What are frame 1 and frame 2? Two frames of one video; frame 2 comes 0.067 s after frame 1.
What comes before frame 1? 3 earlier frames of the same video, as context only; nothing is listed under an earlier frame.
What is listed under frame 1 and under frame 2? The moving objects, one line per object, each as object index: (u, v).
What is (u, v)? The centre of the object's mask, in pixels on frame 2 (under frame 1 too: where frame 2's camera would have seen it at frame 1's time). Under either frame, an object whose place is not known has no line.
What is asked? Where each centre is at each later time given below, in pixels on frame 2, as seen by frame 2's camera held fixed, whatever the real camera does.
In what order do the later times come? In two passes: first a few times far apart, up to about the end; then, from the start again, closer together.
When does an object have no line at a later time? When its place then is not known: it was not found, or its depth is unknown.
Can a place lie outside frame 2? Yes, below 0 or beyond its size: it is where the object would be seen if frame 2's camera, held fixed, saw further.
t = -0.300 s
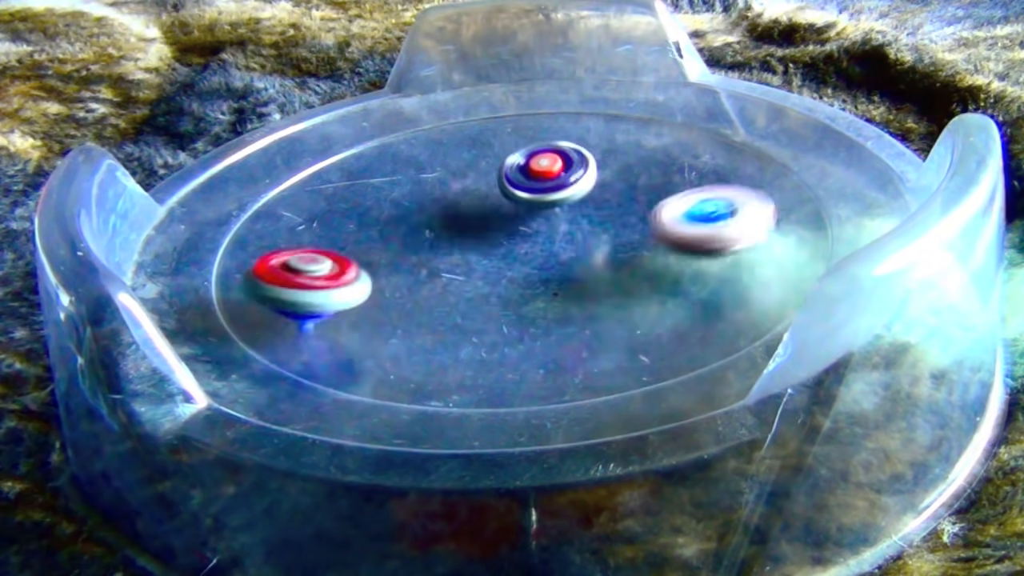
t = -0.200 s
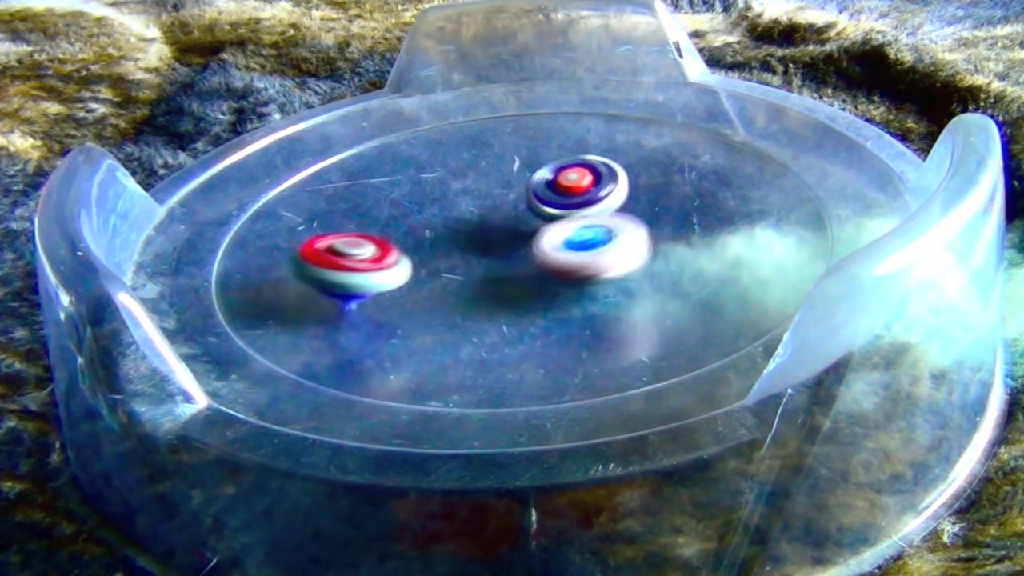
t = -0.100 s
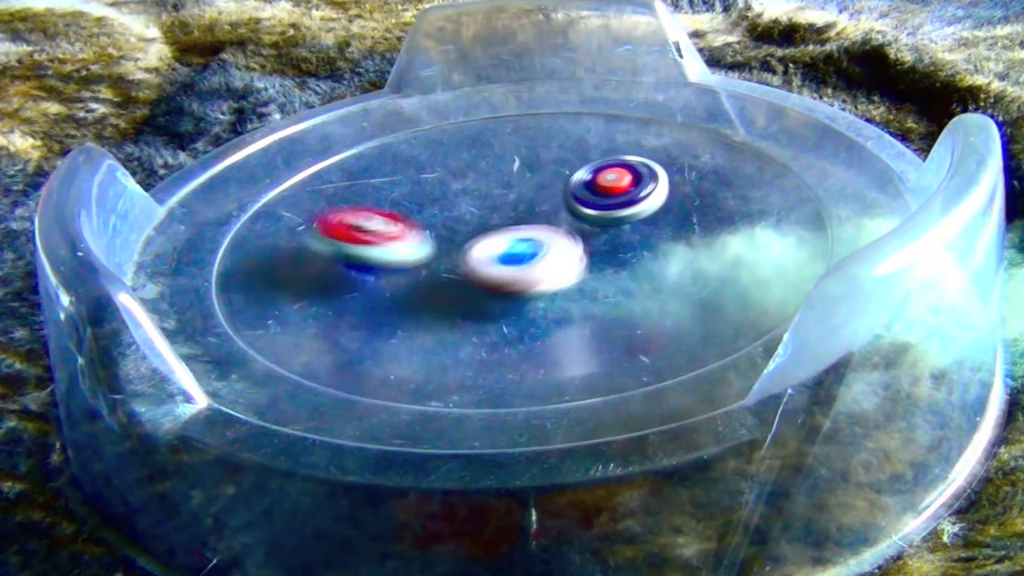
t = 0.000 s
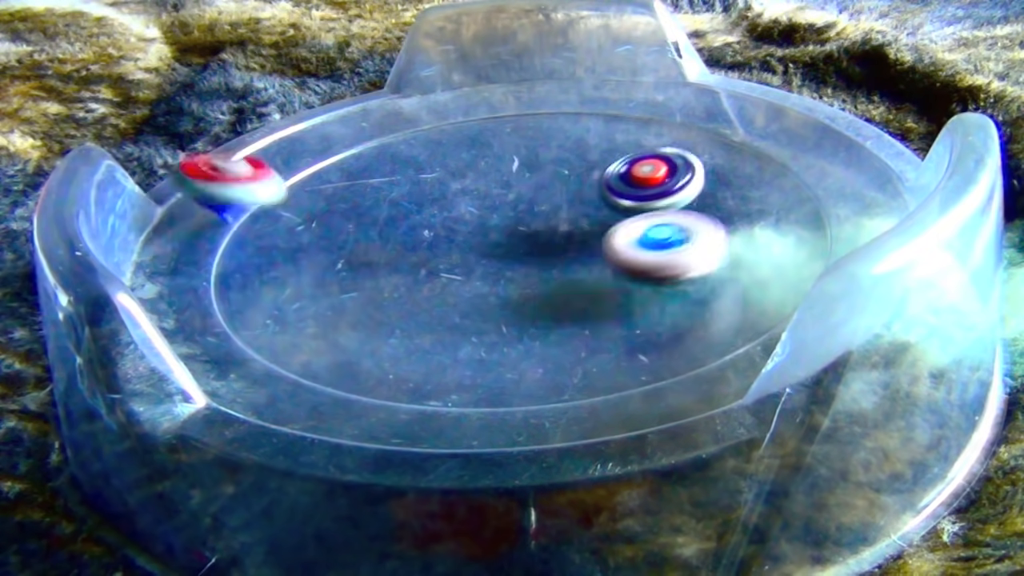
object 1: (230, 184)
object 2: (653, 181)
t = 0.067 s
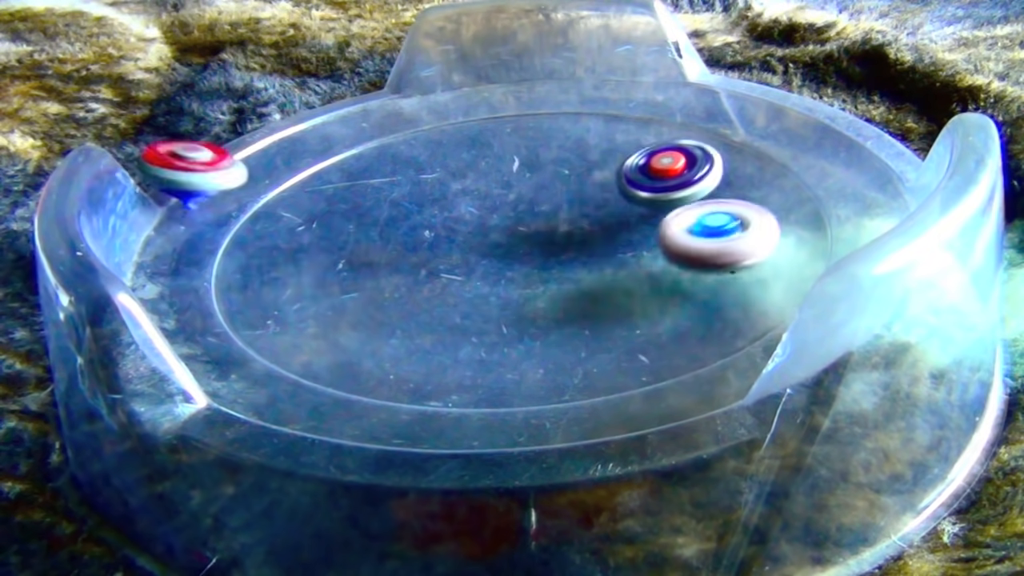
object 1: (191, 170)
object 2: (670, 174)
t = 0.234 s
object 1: (219, 180)
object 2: (677, 158)
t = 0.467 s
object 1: (378, 239)
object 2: (629, 184)
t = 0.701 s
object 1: (441, 184)
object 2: (642, 198)
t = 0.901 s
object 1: (375, 132)
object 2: (650, 219)
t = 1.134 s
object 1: (294, 163)
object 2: (664, 235)
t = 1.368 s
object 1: (312, 259)
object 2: (747, 229)
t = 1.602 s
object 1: (388, 298)
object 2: (746, 188)
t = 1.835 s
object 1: (590, 259)
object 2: (597, 134)
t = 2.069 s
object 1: (550, 219)
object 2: (478, 140)
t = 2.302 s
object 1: (569, 163)
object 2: (280, 207)
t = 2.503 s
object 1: (463, 179)
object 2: (230, 277)
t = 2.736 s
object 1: (335, 234)
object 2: (373, 337)
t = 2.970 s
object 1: (338, 253)
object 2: (529, 304)
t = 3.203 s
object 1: (268, 99)
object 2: (826, 231)
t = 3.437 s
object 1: (411, 133)
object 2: (776, 140)
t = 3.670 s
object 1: (437, 111)
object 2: (604, 106)
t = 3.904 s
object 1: (319, 154)
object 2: (512, 142)
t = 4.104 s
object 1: (315, 212)
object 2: (478, 191)
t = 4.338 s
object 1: (592, 269)
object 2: (499, 230)
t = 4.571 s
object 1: (791, 154)
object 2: (481, 291)
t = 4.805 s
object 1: (768, 122)
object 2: (534, 337)
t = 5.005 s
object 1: (574, 175)
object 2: (698, 318)
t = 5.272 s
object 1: (376, 253)
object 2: (733, 243)
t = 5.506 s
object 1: (521, 301)
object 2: (610, 210)
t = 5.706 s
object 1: (727, 228)
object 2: (464, 214)
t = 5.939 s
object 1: (716, 139)
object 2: (331, 251)
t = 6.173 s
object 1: (455, 210)
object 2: (330, 304)
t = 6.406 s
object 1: (325, 307)
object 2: (481, 308)
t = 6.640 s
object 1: (528, 329)
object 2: (552, 247)
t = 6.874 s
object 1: (674, 235)
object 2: (488, 190)
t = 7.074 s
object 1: (510, 182)
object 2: (405, 177)
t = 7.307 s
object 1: (481, 219)
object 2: (245, 198)
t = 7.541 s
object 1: (437, 295)
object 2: (268, 257)
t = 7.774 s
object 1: (600, 252)
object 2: (448, 293)
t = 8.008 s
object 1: (534, 170)
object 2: (610, 237)
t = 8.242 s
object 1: (384, 210)
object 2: (624, 164)
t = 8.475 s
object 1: (454, 299)
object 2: (541, 135)
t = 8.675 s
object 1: (664, 239)
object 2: (462, 166)
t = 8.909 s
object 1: (629, 170)
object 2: (455, 237)
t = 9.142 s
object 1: (440, 190)
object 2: (569, 271)
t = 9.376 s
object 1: (434, 285)
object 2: (688, 240)
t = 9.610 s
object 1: (679, 254)
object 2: (688, 197)
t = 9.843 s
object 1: (683, 317)
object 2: (545, 87)
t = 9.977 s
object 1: (641, 304)
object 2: (441, 107)
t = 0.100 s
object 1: (179, 162)
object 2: (677, 170)
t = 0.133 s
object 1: (181, 165)
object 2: (680, 166)
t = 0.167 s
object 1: (192, 169)
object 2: (681, 162)
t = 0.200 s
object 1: (205, 174)
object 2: (680, 159)
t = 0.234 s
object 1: (219, 180)
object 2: (677, 158)
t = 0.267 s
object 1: (233, 185)
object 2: (671, 158)
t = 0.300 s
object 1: (253, 197)
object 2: (665, 159)
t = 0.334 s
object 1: (273, 205)
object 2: (658, 162)
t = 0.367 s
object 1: (295, 214)
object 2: (651, 166)
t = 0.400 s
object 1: (321, 224)
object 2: (643, 171)
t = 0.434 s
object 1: (349, 232)
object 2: (637, 176)
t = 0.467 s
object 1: (378, 239)
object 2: (629, 184)
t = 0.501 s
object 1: (411, 244)
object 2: (624, 192)
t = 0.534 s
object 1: (444, 246)
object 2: (621, 199)
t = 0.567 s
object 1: (469, 244)
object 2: (629, 198)
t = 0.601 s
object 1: (463, 233)
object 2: (638, 193)
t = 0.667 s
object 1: (447, 203)
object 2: (642, 195)
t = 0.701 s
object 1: (441, 184)
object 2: (642, 198)
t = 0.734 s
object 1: (432, 170)
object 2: (642, 201)
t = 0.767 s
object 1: (421, 158)
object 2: (643, 205)
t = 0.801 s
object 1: (410, 148)
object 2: (645, 209)
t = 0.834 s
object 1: (399, 139)
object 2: (646, 213)
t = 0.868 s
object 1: (387, 135)
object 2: (648, 216)
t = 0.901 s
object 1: (375, 132)
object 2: (650, 219)
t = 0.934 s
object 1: (363, 132)
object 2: (651, 222)
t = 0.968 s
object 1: (351, 132)
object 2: (653, 224)
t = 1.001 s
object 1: (339, 135)
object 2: (656, 226)
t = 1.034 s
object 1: (327, 138)
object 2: (659, 228)
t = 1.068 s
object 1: (315, 145)
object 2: (661, 231)
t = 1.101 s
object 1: (304, 153)
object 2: (663, 233)
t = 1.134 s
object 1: (294, 163)
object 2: (664, 235)
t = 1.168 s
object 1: (285, 174)
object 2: (665, 237)
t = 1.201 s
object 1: (284, 188)
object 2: (666, 238)
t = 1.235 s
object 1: (293, 207)
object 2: (666, 239)
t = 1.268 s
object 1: (314, 227)
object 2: (667, 240)
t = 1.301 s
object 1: (352, 246)
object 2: (665, 242)
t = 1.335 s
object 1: (358, 253)
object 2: (663, 243)
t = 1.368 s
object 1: (312, 259)
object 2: (747, 229)
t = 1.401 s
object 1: (265, 277)
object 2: (856, 200)
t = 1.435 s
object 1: (232, 282)
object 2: (865, 150)
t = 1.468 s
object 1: (239, 282)
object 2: (847, 123)
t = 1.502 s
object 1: (262, 297)
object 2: (825, 124)
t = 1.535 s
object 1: (292, 299)
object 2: (802, 150)
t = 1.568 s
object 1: (336, 300)
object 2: (775, 193)
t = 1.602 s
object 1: (388, 298)
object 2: (746, 188)
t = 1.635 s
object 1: (444, 291)
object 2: (715, 189)
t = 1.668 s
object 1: (500, 277)
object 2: (682, 194)
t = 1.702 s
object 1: (550, 265)
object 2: (651, 196)
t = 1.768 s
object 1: (584, 246)
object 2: (624, 168)
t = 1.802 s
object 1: (588, 260)
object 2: (614, 147)
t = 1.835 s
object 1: (590, 259)
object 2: (597, 134)
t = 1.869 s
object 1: (589, 254)
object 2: (587, 124)
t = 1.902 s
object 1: (586, 257)
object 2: (586, 117)
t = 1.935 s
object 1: (583, 253)
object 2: (577, 117)
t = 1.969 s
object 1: (577, 246)
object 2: (561, 119)
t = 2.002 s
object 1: (570, 235)
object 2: (539, 124)
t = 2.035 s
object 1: (561, 231)
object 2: (509, 131)
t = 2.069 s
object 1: (550, 219)
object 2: (478, 140)
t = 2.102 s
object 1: (564, 209)
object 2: (446, 148)
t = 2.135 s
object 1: (574, 200)
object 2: (416, 156)
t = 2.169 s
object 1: (581, 191)
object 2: (386, 169)
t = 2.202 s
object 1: (583, 182)
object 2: (362, 181)
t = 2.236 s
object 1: (582, 172)
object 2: (340, 195)
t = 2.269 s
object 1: (578, 169)
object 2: (311, 197)
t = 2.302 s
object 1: (569, 163)
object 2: (280, 207)
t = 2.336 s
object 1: (558, 162)
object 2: (257, 211)
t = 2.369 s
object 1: (544, 162)
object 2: (237, 219)
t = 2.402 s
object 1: (527, 164)
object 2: (220, 231)
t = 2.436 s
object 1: (507, 167)
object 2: (214, 244)
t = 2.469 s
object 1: (485, 173)
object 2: (221, 262)
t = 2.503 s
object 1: (463, 179)
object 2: (230, 277)
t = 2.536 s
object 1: (443, 187)
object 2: (240, 291)
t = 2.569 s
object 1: (427, 199)
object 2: (252, 301)
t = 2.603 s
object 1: (414, 213)
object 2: (270, 310)
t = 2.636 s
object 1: (409, 226)
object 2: (290, 319)
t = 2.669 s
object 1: (407, 241)
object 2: (312, 328)
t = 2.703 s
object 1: (370, 238)
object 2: (343, 332)
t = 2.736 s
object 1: (335, 234)
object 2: (373, 337)
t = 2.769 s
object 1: (306, 227)
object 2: (408, 340)
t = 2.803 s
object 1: (288, 228)
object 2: (443, 340)
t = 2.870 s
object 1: (279, 233)
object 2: (518, 330)
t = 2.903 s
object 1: (289, 239)
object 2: (552, 321)
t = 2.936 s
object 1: (309, 245)
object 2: (577, 311)
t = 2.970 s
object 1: (338, 253)
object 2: (529, 304)
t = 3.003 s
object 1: (369, 260)
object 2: (483, 295)
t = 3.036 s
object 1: (333, 233)
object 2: (556, 307)
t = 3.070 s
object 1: (292, 191)
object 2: (657, 308)
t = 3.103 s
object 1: (260, 152)
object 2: (737, 299)
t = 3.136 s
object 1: (246, 126)
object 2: (786, 263)
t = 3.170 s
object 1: (253, 105)
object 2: (807, 243)
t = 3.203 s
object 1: (268, 99)
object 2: (826, 231)
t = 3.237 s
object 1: (288, 96)
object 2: (840, 216)
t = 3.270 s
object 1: (310, 99)
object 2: (847, 201)
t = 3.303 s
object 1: (330, 100)
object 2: (843, 186)
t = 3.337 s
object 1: (350, 103)
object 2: (835, 171)
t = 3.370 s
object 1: (369, 109)
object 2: (823, 157)
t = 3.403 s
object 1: (390, 122)
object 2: (802, 148)
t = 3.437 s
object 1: (411, 133)
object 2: (776, 140)
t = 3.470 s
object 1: (433, 147)
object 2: (752, 131)
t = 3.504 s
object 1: (455, 164)
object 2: (730, 123)
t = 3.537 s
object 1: (470, 171)
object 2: (707, 117)
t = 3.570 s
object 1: (462, 150)
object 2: (683, 112)
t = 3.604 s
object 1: (455, 133)
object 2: (658, 109)
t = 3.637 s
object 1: (446, 119)
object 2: (630, 106)
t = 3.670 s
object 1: (437, 111)
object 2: (604, 106)
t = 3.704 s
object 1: (426, 102)
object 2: (577, 105)
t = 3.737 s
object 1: (417, 99)
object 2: (551, 107)
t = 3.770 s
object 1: (411, 111)
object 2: (523, 112)
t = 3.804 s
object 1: (403, 117)
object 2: (498, 117)
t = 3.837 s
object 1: (368, 121)
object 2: (507, 123)
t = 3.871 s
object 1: (342, 134)
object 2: (512, 132)
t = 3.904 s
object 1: (319, 154)
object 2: (512, 142)
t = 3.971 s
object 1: (285, 192)
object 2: (497, 164)
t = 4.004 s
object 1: (276, 210)
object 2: (484, 176)
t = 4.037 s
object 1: (279, 227)
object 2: (472, 185)
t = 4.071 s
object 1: (293, 218)
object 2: (465, 193)
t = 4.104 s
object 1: (315, 212)
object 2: (478, 191)
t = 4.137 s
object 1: (344, 230)
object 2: (485, 194)
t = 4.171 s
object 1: (375, 277)
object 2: (490, 199)
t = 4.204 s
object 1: (415, 287)
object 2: (489, 207)
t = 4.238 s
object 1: (457, 290)
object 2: (489, 213)
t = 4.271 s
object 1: (503, 289)
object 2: (491, 218)
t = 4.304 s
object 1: (550, 278)
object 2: (492, 223)
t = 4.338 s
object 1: (592, 269)
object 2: (499, 230)
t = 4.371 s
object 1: (624, 251)
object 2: (508, 236)
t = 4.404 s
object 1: (654, 239)
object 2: (516, 240)
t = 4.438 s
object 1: (673, 222)
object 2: (528, 243)
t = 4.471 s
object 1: (685, 200)
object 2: (543, 244)
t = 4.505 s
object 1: (709, 184)
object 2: (543, 252)
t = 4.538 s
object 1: (753, 170)
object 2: (510, 272)
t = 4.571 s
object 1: (791, 154)
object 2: (481, 291)
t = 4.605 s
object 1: (813, 138)
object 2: (458, 305)
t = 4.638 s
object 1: (817, 132)
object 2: (446, 316)
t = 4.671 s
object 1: (817, 129)
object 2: (446, 324)
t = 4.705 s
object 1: (812, 122)
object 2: (457, 329)
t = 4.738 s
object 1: (801, 122)
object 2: (478, 333)
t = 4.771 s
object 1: (788, 122)
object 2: (505, 335)
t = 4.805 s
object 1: (768, 122)
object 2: (534, 337)
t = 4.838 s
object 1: (743, 133)
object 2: (564, 338)
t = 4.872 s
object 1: (715, 138)
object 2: (593, 338)
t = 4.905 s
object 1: (684, 146)
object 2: (623, 336)
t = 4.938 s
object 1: (649, 155)
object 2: (649, 333)
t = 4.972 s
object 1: (612, 167)
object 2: (676, 327)
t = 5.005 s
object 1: (574, 175)
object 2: (698, 318)
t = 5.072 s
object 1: (503, 194)
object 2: (730, 297)
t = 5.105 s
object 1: (470, 200)
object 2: (738, 288)
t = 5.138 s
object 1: (441, 211)
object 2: (744, 279)
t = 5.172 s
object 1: (415, 223)
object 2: (747, 269)
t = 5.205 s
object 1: (395, 230)
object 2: (745, 261)
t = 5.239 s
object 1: (384, 240)
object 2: (740, 252)
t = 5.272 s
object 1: (376, 253)
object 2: (733, 243)
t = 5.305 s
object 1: (375, 259)
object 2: (721, 235)
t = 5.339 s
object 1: (382, 277)
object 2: (708, 228)
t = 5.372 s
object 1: (396, 284)
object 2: (693, 223)
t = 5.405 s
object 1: (418, 294)
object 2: (675, 218)
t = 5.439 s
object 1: (448, 301)
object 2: (654, 214)
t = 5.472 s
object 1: (483, 301)
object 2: (633, 212)
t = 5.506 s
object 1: (521, 301)
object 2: (610, 210)
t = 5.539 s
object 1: (561, 292)
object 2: (586, 209)
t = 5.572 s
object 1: (603, 288)
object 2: (564, 207)
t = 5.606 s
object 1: (640, 275)
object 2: (538, 208)
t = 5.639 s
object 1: (673, 257)
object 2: (513, 208)
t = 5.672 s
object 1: (702, 246)
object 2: (489, 210)
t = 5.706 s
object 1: (727, 228)
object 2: (464, 214)
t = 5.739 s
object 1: (742, 211)
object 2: (441, 217)
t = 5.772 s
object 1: (746, 194)
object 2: (419, 221)
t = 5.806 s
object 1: (758, 174)
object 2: (397, 227)
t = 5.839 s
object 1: (760, 161)
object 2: (377, 232)
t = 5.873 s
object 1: (753, 150)
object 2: (359, 238)
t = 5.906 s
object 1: (738, 143)
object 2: (343, 244)
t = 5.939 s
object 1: (716, 139)
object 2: (331, 251)
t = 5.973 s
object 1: (690, 140)
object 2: (319, 259)
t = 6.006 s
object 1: (657, 146)
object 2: (311, 268)
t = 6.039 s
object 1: (619, 156)
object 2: (309, 274)
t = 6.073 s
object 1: (578, 168)
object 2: (309, 282)
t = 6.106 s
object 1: (532, 186)
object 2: (311, 290)
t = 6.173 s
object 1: (455, 210)
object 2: (330, 304)
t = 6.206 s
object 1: (416, 230)
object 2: (345, 309)
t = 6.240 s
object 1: (388, 242)
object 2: (364, 313)
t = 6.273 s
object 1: (360, 255)
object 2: (388, 315)
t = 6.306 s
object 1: (338, 266)
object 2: (411, 316)
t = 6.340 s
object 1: (324, 284)
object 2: (435, 316)
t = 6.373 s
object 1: (320, 301)
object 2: (459, 312)
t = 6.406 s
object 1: (325, 307)
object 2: (481, 308)
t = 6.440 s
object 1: (338, 321)
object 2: (500, 302)
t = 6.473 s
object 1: (359, 328)
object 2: (517, 294)
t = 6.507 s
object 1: (387, 333)
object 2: (530, 286)
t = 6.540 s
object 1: (420, 336)
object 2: (539, 276)
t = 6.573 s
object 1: (456, 335)
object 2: (547, 266)
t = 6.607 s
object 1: (492, 334)
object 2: (551, 256)
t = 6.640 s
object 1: (528, 329)
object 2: (552, 247)
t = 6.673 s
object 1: (565, 322)
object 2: (550, 237)
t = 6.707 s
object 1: (602, 312)
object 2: (545, 227)
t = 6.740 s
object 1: (637, 300)
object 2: (538, 219)
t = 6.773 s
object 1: (664, 283)
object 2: (527, 211)
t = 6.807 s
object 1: (677, 266)
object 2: (516, 203)
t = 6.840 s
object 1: (681, 250)
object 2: (503, 196)
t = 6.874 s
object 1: (674, 235)
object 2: (488, 190)
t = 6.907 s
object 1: (658, 221)
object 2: (475, 186)
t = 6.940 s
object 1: (635, 210)
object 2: (460, 182)
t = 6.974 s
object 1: (606, 199)
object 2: (445, 179)
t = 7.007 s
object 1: (576, 189)
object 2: (432, 178)
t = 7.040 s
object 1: (544, 186)
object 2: (418, 177)
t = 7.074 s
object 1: (510, 182)
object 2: (405, 177)
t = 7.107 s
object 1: (501, 178)
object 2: (368, 176)
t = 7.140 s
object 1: (504, 179)
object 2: (327, 174)
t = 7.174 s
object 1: (506, 185)
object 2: (299, 177)
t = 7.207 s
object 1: (504, 190)
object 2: (281, 180)
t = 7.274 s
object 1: (493, 208)
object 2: (255, 191)
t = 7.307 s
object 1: (481, 219)
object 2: (245, 198)
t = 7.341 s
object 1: (470, 229)
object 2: (237, 206)
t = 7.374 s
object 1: (456, 241)
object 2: (234, 213)
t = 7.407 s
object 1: (441, 252)
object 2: (234, 222)
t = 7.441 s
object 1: (429, 265)
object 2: (237, 231)
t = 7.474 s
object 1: (423, 276)
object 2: (244, 240)
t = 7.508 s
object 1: (426, 287)
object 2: (254, 249)
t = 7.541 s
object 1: (437, 295)
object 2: (268, 257)
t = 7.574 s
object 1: (456, 300)
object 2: (285, 265)
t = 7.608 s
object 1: (481, 302)
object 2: (311, 272)
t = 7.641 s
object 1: (510, 300)
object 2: (334, 282)
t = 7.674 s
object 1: (540, 293)
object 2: (360, 287)
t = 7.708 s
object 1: (567, 281)
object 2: (389, 291)
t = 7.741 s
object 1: (587, 267)
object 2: (419, 293)
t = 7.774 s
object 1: (600, 252)
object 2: (448, 293)
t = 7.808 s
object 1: (605, 236)
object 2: (478, 289)
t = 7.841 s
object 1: (602, 220)
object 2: (506, 284)
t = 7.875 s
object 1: (593, 207)
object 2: (533, 277)
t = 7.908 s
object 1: (580, 195)
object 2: (557, 268)
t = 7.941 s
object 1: (565, 183)
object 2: (578, 258)
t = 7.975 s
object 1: (550, 174)
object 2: (596, 247)
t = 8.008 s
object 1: (534, 170)
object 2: (610, 237)
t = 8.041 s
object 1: (517, 170)
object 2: (621, 225)
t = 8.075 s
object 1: (497, 172)
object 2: (628, 213)
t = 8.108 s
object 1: (474, 175)
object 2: (633, 202)
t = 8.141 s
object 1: (452, 179)
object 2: (635, 191)
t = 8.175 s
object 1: (428, 189)
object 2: (634, 182)
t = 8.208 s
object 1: (405, 199)
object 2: (630, 172)
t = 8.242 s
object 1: (384, 210)
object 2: (624, 164)
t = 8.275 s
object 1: (367, 223)
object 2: (615, 156)
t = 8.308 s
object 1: (356, 238)
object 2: (605, 149)
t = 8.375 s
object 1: (365, 269)
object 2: (582, 140)
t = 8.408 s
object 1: (385, 284)
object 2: (569, 137)
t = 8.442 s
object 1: (415, 294)
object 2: (554, 136)
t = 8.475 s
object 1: (454, 299)
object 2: (541, 135)
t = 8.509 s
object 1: (495, 299)
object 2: (526, 137)
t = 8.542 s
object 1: (539, 293)
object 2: (512, 140)
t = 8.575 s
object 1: (581, 282)
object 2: (499, 144)
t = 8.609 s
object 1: (616, 269)
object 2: (485, 150)
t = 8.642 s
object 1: (644, 255)
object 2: (473, 157)
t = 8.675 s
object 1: (664, 239)
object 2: (462, 166)
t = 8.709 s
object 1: (676, 222)
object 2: (453, 175)
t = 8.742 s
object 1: (682, 208)
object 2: (446, 186)
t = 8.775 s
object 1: (682, 198)
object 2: (443, 196)
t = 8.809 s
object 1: (676, 188)
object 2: (442, 206)
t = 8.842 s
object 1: (663, 180)
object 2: (442, 217)
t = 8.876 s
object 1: (648, 173)
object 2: (447, 227)
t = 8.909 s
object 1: (629, 170)
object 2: (455, 237)
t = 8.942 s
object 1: (609, 169)
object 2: (464, 245)
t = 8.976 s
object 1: (586, 170)
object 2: (478, 252)
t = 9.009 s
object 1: (561, 170)
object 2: (492, 259)
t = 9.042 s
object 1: (534, 171)
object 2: (509, 263)
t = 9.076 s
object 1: (503, 174)
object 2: (528, 268)
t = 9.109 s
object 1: (470, 181)
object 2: (548, 271)
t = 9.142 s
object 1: (440, 190)
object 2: (569, 271)
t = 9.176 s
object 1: (416, 199)
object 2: (589, 270)
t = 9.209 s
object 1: (398, 210)
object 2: (610, 267)
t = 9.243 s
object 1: (387, 225)
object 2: (629, 264)
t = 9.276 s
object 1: (385, 239)
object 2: (648, 259)
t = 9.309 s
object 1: (390, 257)
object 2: (663, 253)
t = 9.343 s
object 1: (406, 273)
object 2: (677, 247)
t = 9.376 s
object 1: (434, 285)
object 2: (688, 240)
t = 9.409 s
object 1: (467, 293)
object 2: (697, 233)
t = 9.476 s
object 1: (548, 296)
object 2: (705, 220)
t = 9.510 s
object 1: (587, 292)
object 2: (704, 215)
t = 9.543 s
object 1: (623, 282)
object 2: (701, 209)
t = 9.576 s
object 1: (655, 268)
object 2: (696, 204)
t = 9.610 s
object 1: (679, 254)
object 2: (688, 197)
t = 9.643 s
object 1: (692, 251)
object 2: (677, 188)
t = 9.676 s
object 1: (701, 267)
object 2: (667, 152)
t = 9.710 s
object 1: (706, 284)
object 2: (649, 123)
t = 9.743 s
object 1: (706, 296)
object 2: (629, 102)
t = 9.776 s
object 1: (701, 304)
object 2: (607, 87)
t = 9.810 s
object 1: (693, 313)
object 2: (579, 82)
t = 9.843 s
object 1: (683, 317)
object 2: (545, 87)
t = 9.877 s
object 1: (672, 317)
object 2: (514, 92)
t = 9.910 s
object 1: (661, 315)
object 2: (488, 98)
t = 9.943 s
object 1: (651, 311)
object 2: (463, 103)
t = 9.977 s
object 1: (641, 304)
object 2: (441, 107)
